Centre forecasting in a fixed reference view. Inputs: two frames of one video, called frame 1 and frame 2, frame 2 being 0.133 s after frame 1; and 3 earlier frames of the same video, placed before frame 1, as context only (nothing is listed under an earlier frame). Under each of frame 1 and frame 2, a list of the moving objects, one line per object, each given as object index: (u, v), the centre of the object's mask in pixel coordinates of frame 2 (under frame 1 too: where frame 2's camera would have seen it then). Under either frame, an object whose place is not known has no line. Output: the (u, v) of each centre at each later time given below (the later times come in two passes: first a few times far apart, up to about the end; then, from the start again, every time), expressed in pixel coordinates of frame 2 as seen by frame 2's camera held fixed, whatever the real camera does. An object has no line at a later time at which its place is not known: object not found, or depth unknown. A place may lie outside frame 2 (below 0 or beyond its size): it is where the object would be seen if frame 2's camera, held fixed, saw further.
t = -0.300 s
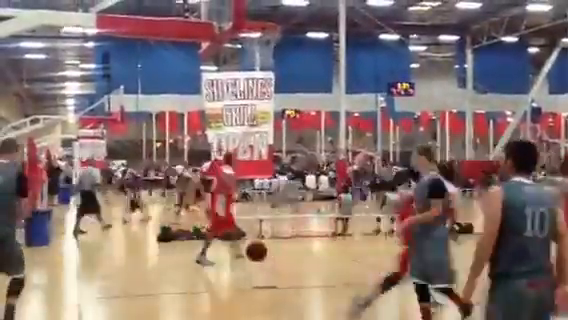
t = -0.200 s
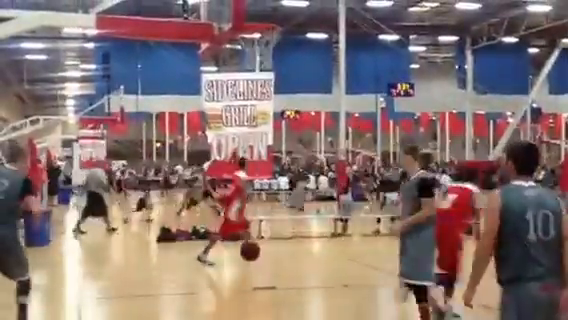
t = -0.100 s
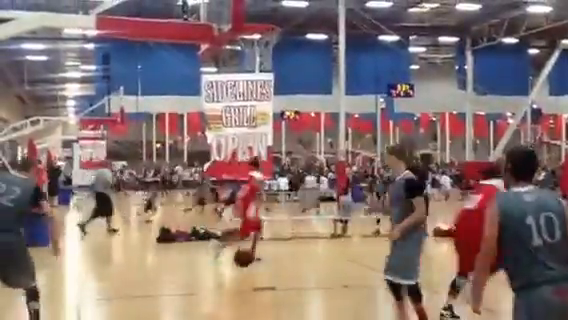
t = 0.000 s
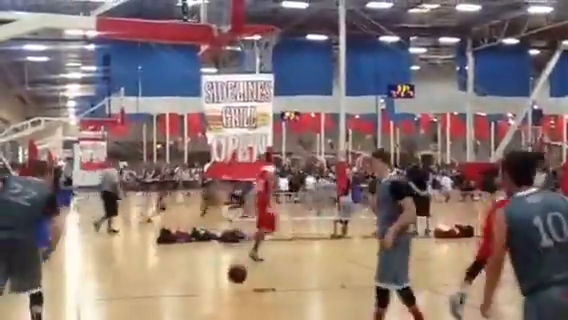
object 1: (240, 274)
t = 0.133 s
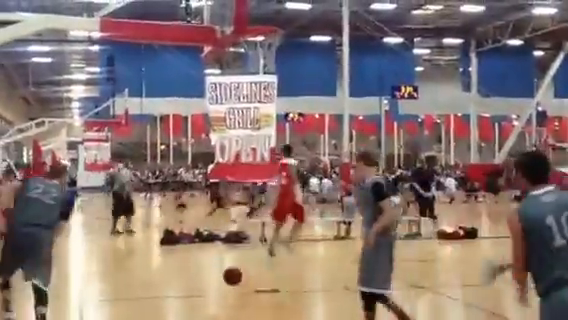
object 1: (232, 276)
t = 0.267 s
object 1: (226, 260)
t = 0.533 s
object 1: (214, 268)
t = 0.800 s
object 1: (206, 259)
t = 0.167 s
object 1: (231, 270)
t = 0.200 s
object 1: (229, 266)
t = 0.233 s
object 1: (227, 262)
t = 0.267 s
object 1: (226, 260)
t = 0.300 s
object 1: (225, 258)
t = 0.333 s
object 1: (224, 256)
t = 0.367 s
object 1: (222, 256)
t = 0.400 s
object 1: (221, 257)
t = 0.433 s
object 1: (220, 258)
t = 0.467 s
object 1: (218, 261)
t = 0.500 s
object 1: (216, 264)
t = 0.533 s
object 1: (214, 268)
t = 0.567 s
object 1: (213, 273)
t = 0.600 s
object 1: (212, 278)
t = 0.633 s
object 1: (211, 274)
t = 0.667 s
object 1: (210, 270)
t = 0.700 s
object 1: (209, 266)
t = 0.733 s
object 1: (208, 263)
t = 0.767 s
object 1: (207, 260)
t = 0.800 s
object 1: (206, 259)
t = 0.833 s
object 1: (204, 258)
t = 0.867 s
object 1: (203, 258)
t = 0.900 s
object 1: (202, 259)
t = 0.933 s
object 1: (202, 260)
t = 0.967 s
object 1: (201, 262)
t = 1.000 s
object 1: (200, 265)
